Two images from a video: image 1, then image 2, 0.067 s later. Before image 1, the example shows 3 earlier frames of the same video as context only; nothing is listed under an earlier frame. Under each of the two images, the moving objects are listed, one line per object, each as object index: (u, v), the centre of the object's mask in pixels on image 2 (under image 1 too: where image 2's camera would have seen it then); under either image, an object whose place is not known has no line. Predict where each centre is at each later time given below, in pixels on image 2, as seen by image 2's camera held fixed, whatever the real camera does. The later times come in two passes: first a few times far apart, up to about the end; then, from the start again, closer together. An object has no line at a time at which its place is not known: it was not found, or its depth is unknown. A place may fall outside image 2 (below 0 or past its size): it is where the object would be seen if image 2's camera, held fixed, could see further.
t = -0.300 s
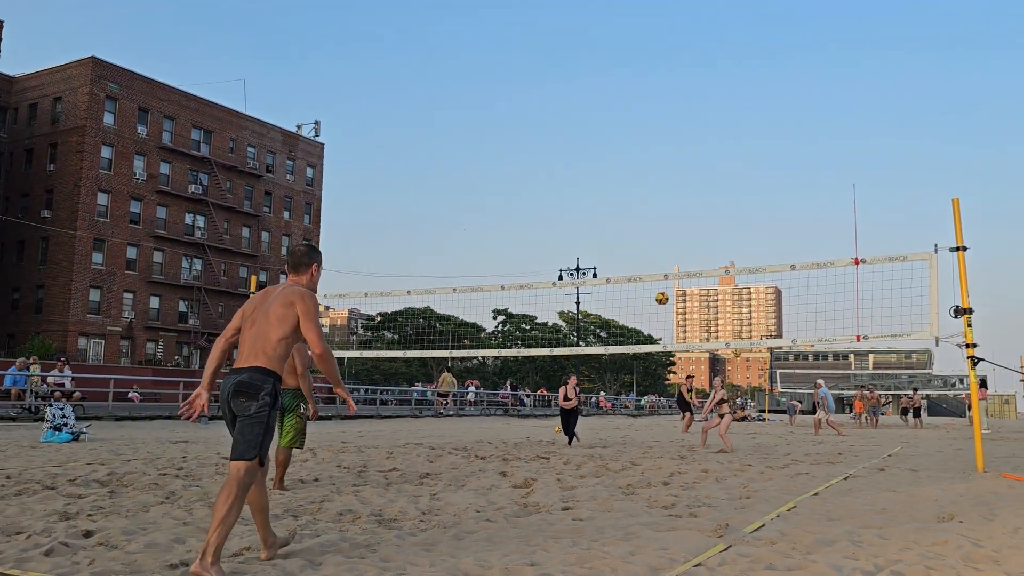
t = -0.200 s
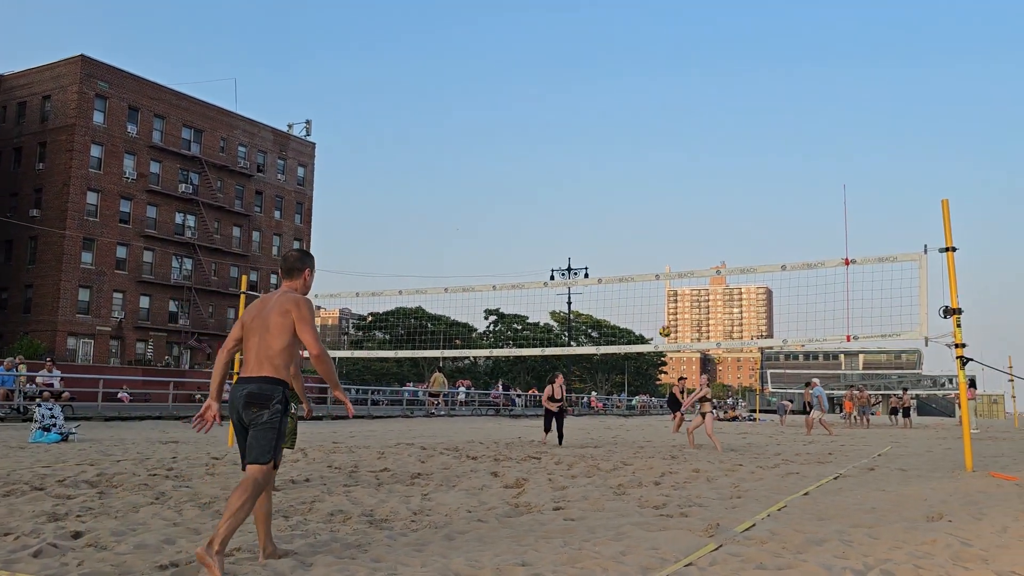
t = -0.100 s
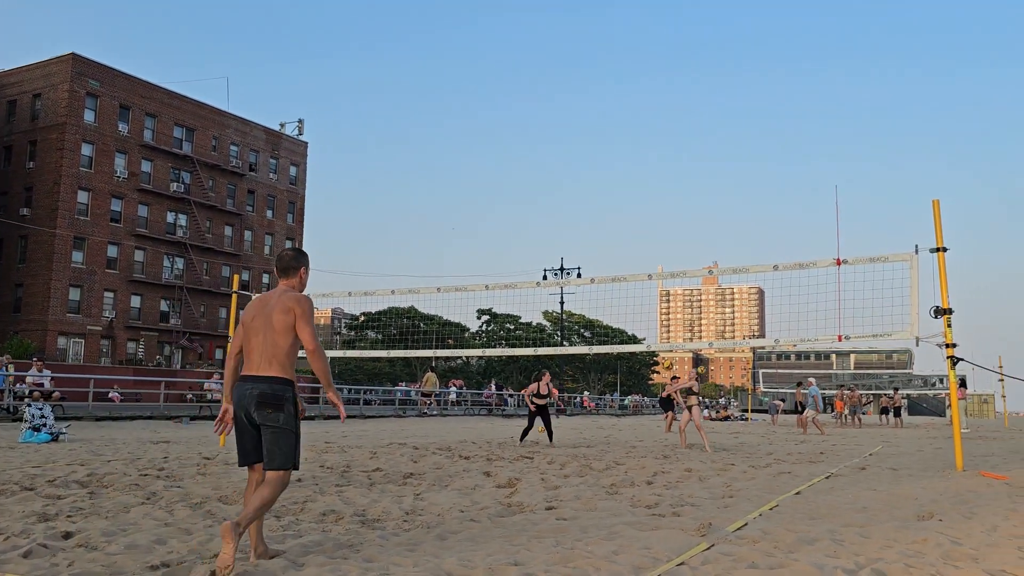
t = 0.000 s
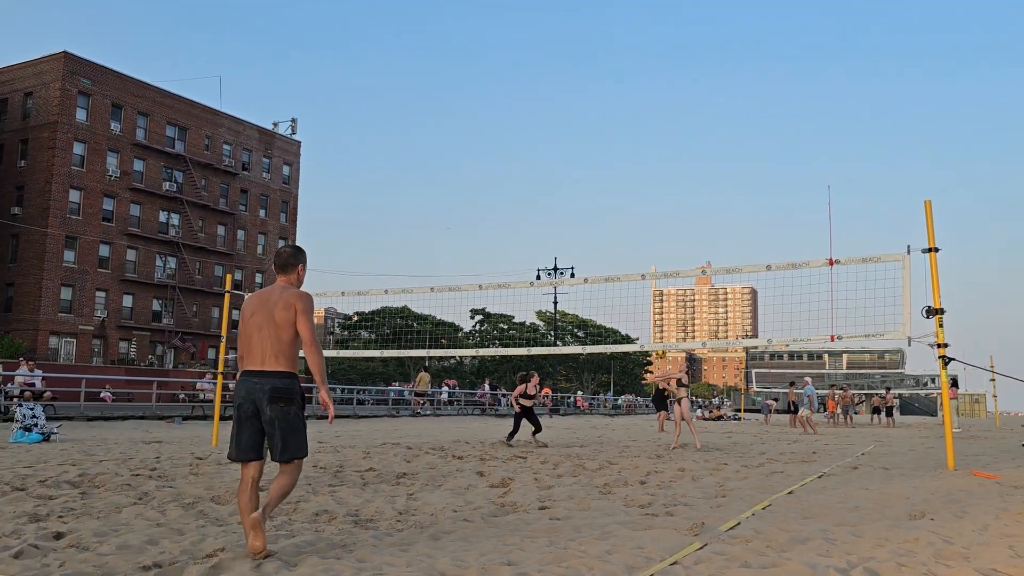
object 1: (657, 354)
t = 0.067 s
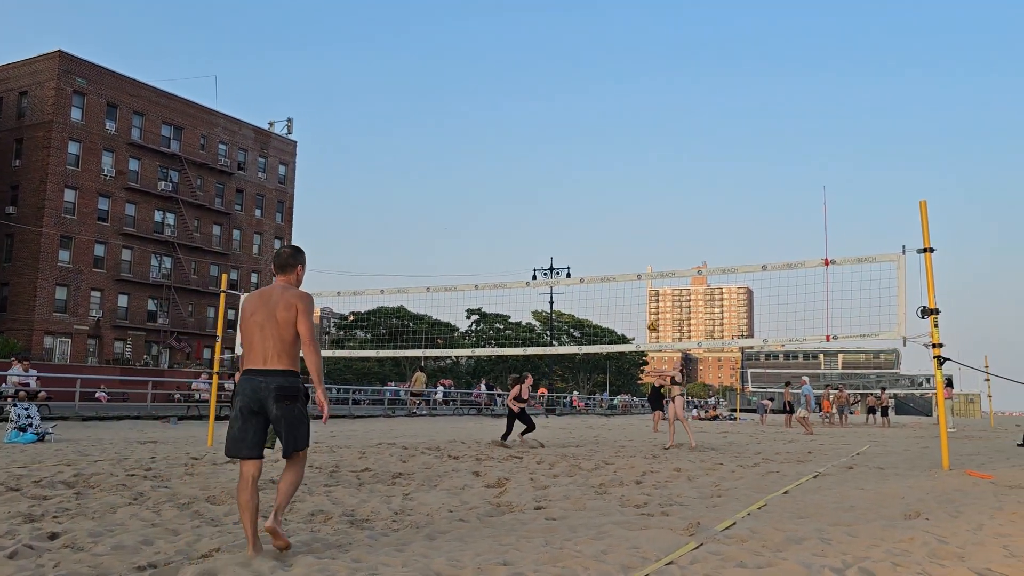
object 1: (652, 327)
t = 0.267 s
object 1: (639, 259)
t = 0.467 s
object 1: (625, 212)
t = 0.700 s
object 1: (609, 184)
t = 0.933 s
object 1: (592, 183)
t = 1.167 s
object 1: (574, 213)
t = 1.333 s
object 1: (560, 253)
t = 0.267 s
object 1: (639, 259)
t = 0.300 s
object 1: (637, 249)
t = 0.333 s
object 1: (634, 241)
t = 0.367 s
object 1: (632, 233)
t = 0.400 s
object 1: (630, 225)
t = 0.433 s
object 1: (628, 218)
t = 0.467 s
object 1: (625, 212)
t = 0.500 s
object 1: (623, 206)
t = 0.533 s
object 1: (621, 201)
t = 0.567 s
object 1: (618, 197)
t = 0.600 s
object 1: (616, 192)
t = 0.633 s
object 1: (613, 189)
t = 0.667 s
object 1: (611, 186)
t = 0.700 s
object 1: (609, 184)
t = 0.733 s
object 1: (607, 182)
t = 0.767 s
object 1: (604, 181)
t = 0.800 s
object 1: (602, 180)
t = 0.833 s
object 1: (599, 180)
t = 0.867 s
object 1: (597, 181)
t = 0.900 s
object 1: (594, 182)
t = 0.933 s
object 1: (592, 183)
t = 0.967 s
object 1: (589, 186)
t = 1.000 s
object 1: (587, 189)
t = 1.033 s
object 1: (584, 192)
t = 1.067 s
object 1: (582, 197)
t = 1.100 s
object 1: (579, 201)
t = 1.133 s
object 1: (576, 207)
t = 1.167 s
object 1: (574, 213)
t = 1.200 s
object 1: (571, 219)
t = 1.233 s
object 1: (568, 227)
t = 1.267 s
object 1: (566, 235)
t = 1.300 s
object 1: (563, 243)
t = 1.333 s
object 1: (560, 253)
